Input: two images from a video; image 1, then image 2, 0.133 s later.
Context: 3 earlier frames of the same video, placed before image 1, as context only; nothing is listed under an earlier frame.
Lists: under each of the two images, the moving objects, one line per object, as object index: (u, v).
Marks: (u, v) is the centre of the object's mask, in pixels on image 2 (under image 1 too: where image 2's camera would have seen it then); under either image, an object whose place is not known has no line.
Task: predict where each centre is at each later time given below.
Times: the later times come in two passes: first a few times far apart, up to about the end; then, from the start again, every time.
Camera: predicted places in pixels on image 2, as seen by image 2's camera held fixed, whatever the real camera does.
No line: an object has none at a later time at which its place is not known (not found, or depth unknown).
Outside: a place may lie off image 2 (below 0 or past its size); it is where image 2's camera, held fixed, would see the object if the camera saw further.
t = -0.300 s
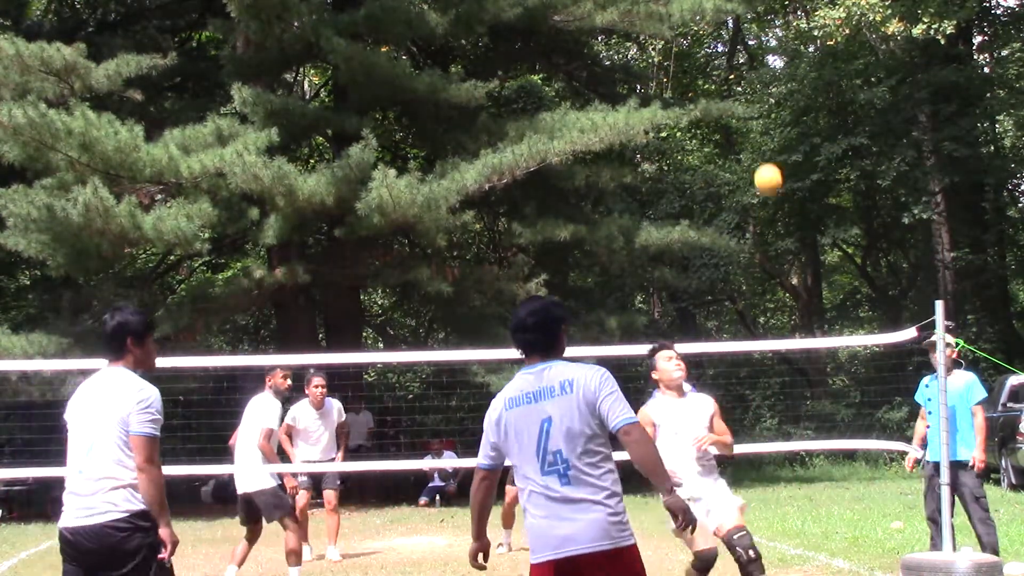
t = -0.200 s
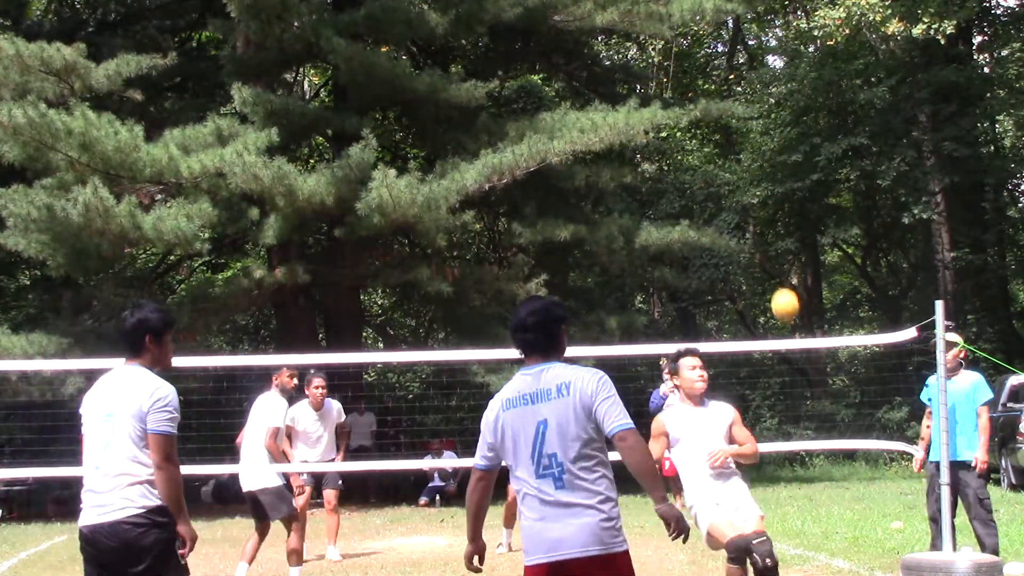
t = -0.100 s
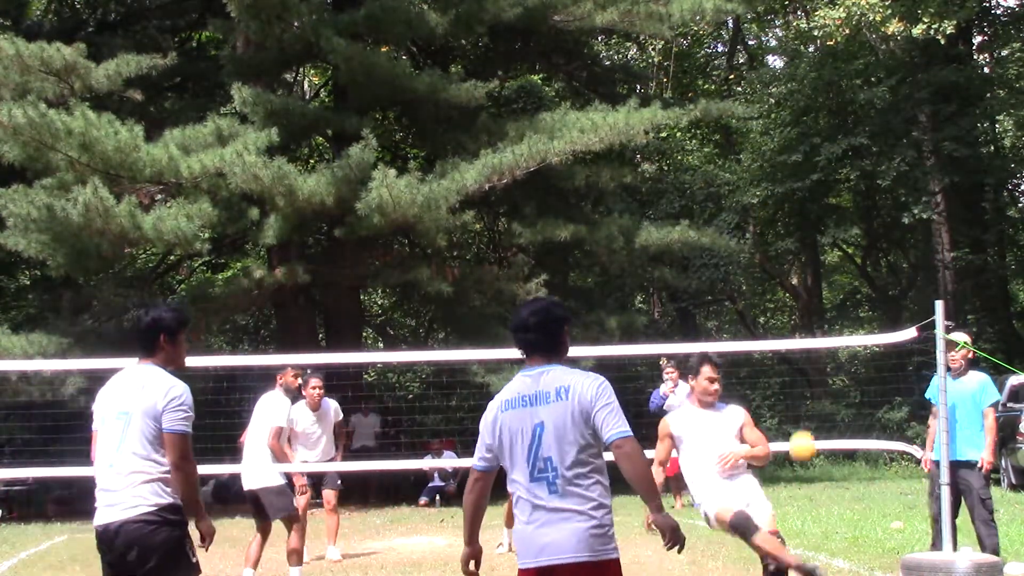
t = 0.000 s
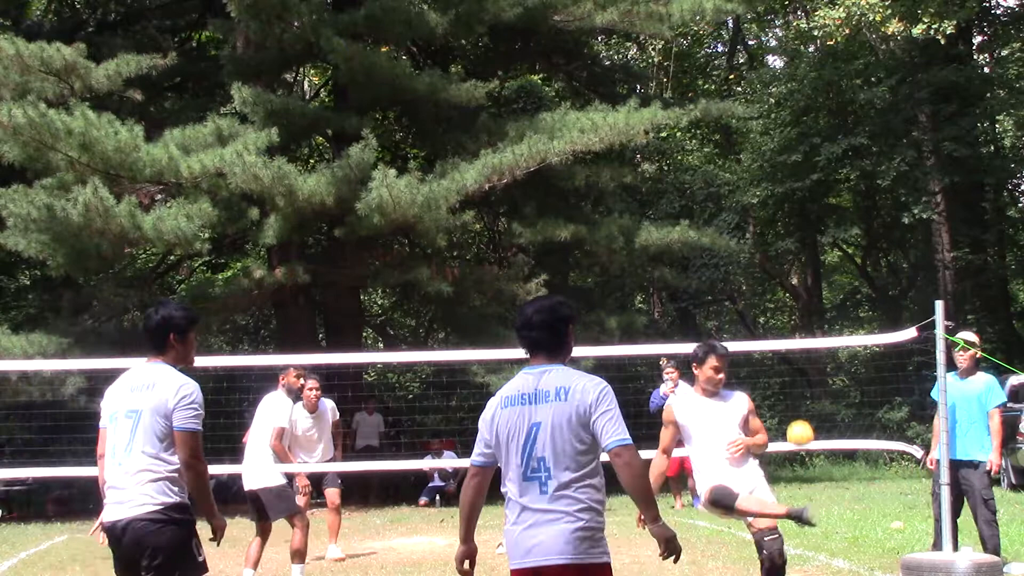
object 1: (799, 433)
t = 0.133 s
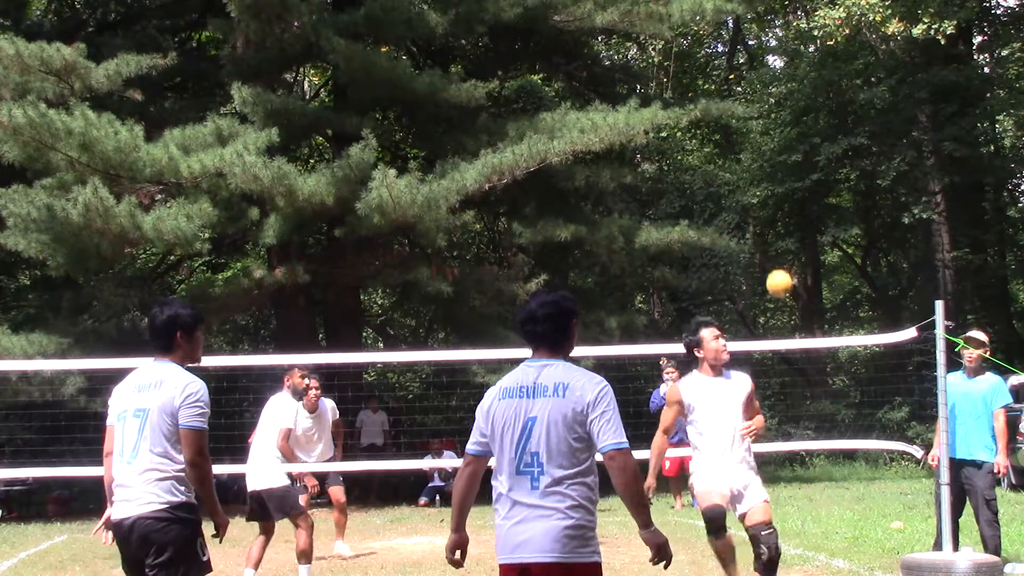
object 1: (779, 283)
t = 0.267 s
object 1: (761, 174)
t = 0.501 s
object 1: (735, 71)
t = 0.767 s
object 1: (714, 71)
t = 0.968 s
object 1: (703, 144)
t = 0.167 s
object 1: (774, 253)
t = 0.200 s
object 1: (770, 224)
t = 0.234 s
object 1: (765, 198)
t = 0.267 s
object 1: (761, 174)
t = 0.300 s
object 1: (757, 152)
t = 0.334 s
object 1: (753, 133)
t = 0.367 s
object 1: (749, 116)
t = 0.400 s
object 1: (746, 102)
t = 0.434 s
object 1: (742, 90)
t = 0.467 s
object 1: (739, 79)
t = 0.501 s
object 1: (735, 71)
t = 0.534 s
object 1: (732, 65)
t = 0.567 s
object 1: (729, 60)
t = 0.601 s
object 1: (726, 57)
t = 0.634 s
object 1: (724, 56)
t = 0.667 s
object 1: (721, 57)
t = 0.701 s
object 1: (718, 61)
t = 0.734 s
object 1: (716, 65)
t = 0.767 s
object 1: (714, 71)
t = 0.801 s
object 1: (712, 79)
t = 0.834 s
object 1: (709, 90)
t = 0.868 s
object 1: (708, 100)
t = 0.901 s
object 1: (706, 114)
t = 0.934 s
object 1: (704, 128)
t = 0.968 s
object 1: (703, 144)
